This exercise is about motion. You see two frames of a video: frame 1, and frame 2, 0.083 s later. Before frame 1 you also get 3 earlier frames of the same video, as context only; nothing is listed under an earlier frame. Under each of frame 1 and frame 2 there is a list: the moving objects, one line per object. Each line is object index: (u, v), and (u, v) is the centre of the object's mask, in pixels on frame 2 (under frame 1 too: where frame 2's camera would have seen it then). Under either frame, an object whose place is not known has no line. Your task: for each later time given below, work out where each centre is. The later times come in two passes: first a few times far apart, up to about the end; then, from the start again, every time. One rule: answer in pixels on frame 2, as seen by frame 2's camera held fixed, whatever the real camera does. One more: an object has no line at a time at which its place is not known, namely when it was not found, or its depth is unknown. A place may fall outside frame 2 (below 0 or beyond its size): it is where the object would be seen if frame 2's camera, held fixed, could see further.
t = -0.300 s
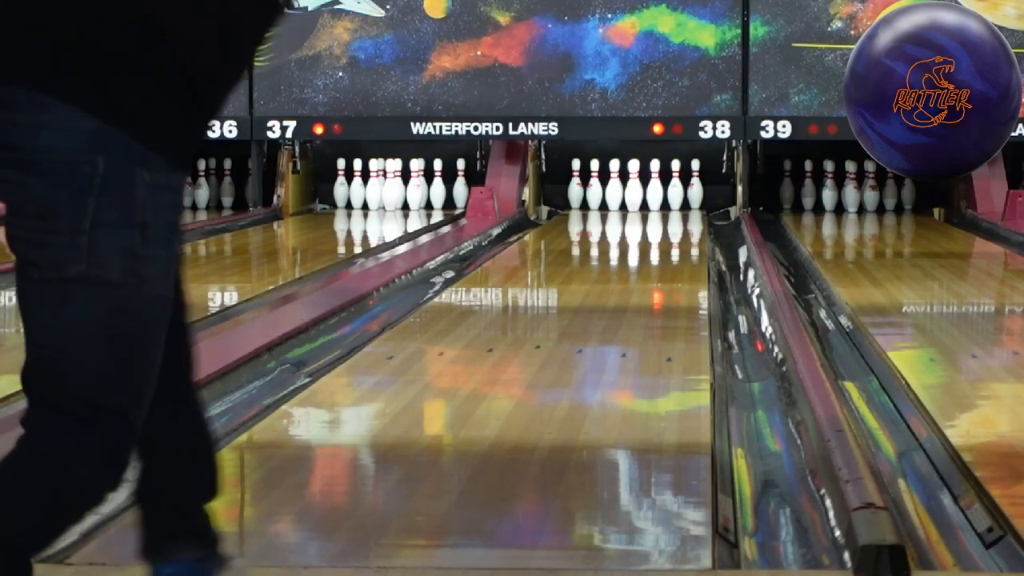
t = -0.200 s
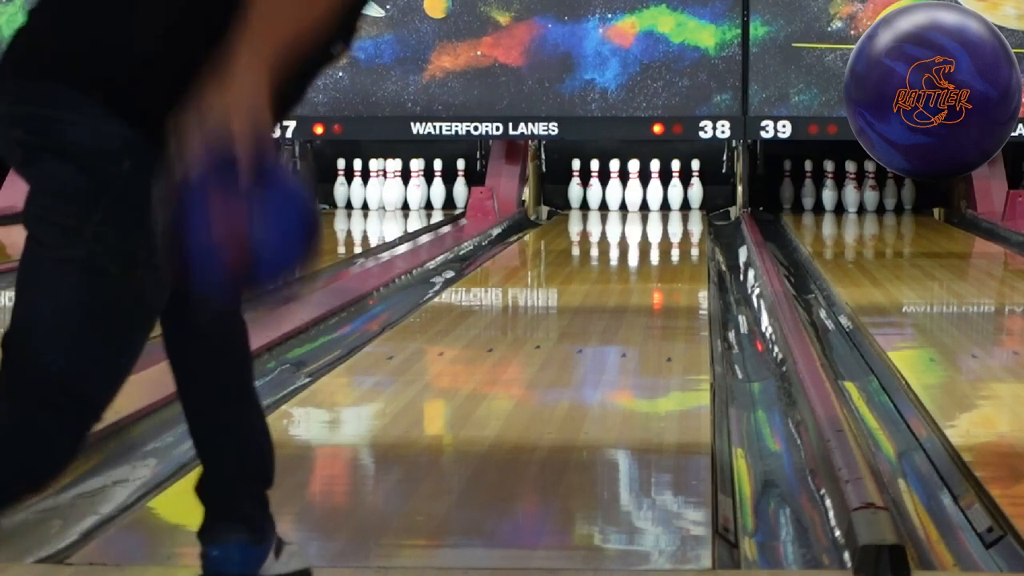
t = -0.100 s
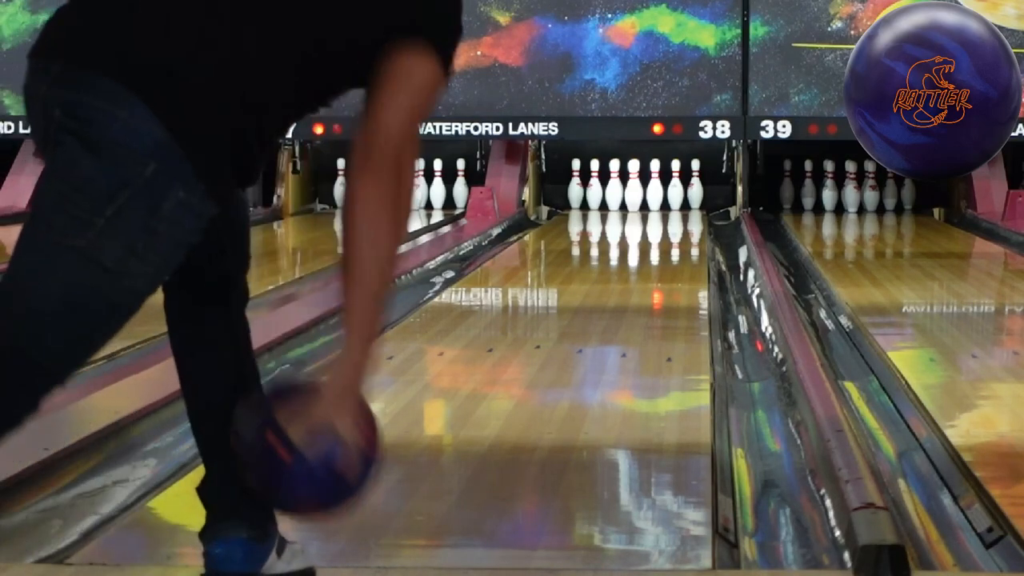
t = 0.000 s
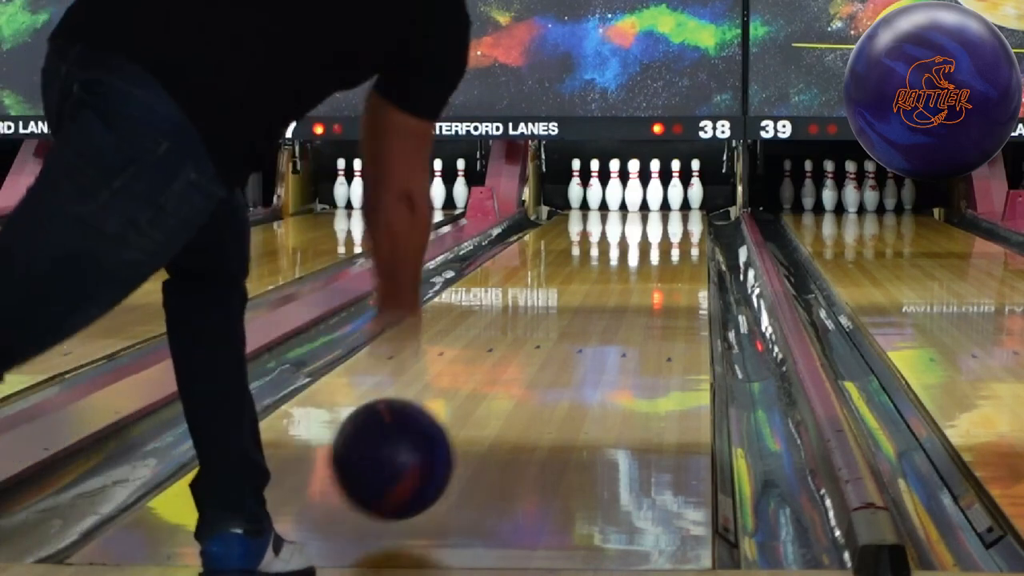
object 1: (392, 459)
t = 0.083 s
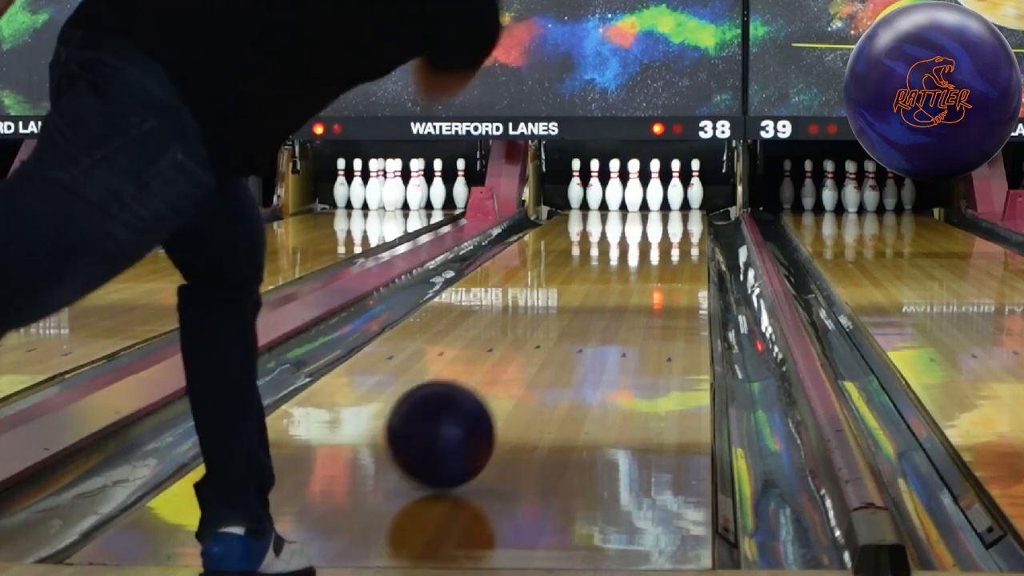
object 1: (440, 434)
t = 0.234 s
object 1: (504, 383)
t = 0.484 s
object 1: (573, 325)
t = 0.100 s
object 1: (448, 428)
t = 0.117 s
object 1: (456, 423)
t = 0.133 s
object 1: (464, 416)
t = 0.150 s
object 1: (471, 410)
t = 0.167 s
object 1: (478, 404)
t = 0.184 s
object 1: (485, 399)
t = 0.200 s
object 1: (491, 393)
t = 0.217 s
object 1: (498, 388)
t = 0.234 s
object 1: (504, 383)
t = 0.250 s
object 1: (510, 378)
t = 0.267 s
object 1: (515, 374)
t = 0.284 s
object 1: (521, 369)
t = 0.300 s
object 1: (526, 364)
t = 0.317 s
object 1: (531, 360)
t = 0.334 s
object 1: (536, 356)
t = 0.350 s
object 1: (541, 352)
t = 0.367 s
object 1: (545, 348)
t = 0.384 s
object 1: (549, 345)
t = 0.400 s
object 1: (554, 342)
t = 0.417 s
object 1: (558, 338)
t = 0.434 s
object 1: (562, 335)
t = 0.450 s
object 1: (566, 332)
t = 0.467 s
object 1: (569, 329)
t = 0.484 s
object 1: (573, 325)
